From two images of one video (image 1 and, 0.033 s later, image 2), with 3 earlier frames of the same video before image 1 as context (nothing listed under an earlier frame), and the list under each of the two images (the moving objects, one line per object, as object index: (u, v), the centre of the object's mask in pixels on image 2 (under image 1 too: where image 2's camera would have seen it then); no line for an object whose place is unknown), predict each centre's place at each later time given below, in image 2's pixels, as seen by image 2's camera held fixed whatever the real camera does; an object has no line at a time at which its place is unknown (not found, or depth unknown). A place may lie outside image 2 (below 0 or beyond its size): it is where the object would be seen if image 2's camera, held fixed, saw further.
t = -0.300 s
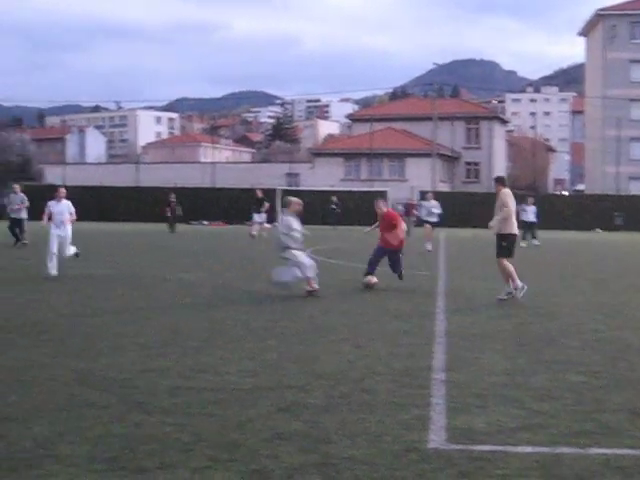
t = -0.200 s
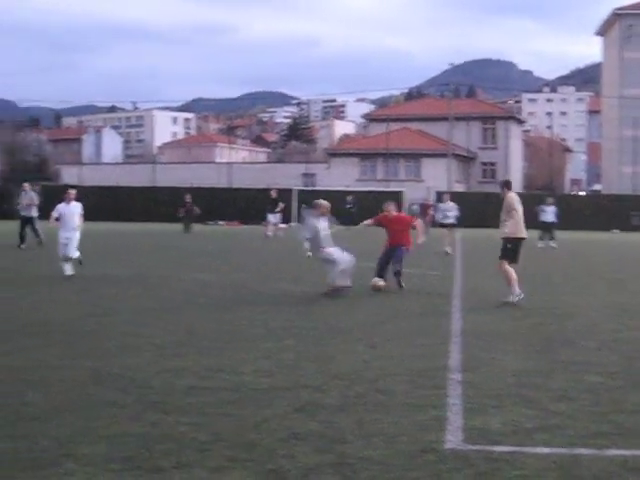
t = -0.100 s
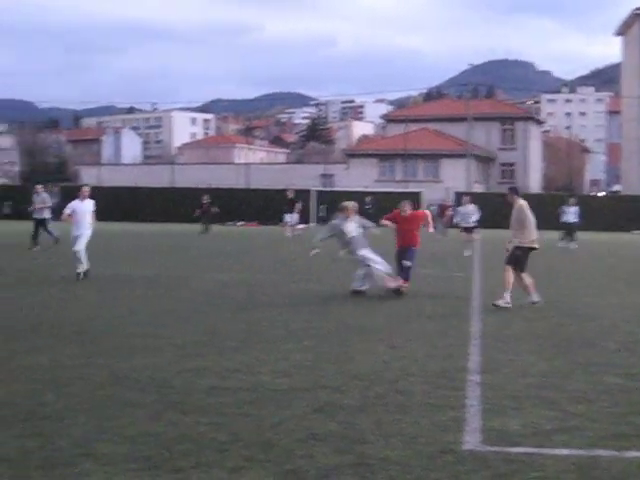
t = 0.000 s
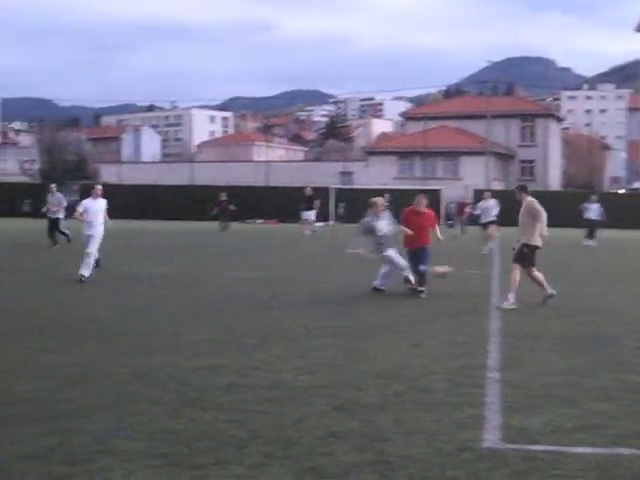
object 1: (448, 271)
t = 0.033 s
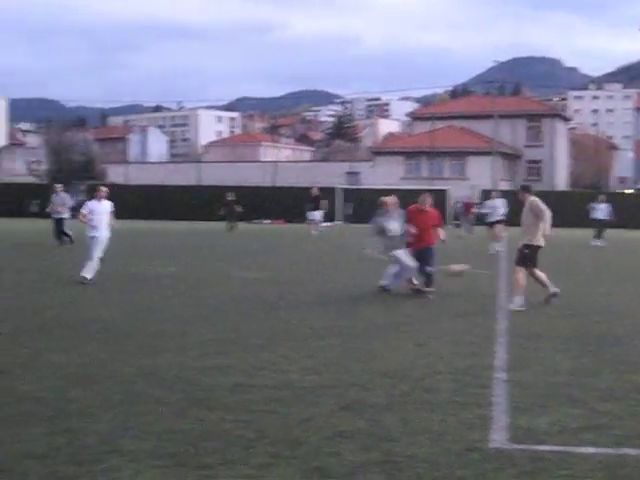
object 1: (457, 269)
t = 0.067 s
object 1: (466, 267)
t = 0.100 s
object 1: (475, 267)
